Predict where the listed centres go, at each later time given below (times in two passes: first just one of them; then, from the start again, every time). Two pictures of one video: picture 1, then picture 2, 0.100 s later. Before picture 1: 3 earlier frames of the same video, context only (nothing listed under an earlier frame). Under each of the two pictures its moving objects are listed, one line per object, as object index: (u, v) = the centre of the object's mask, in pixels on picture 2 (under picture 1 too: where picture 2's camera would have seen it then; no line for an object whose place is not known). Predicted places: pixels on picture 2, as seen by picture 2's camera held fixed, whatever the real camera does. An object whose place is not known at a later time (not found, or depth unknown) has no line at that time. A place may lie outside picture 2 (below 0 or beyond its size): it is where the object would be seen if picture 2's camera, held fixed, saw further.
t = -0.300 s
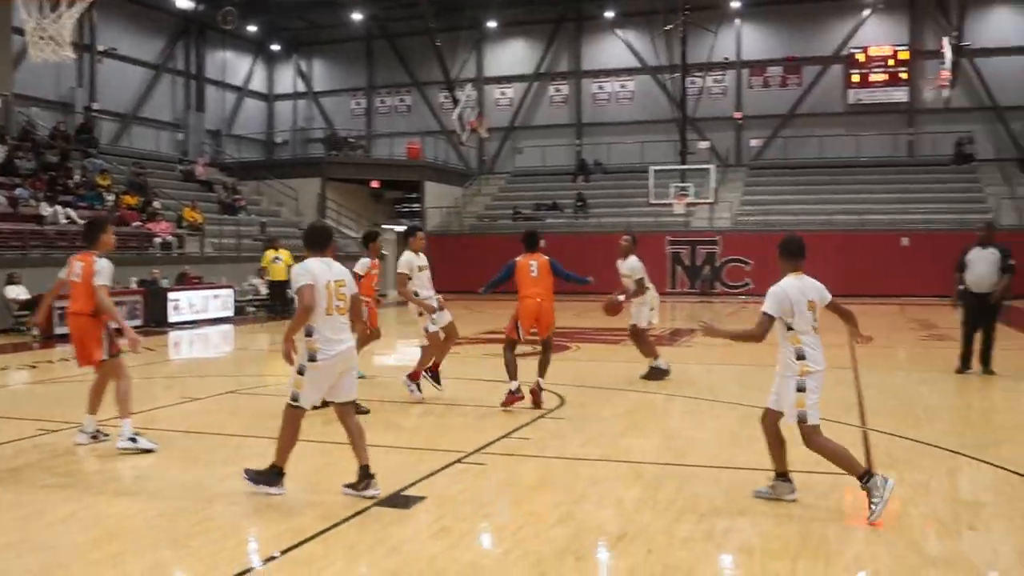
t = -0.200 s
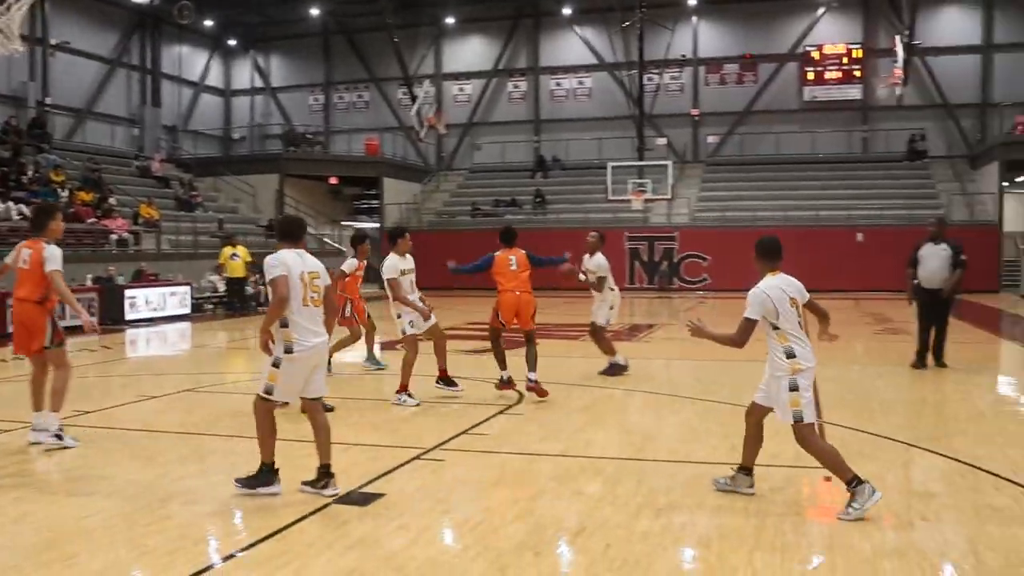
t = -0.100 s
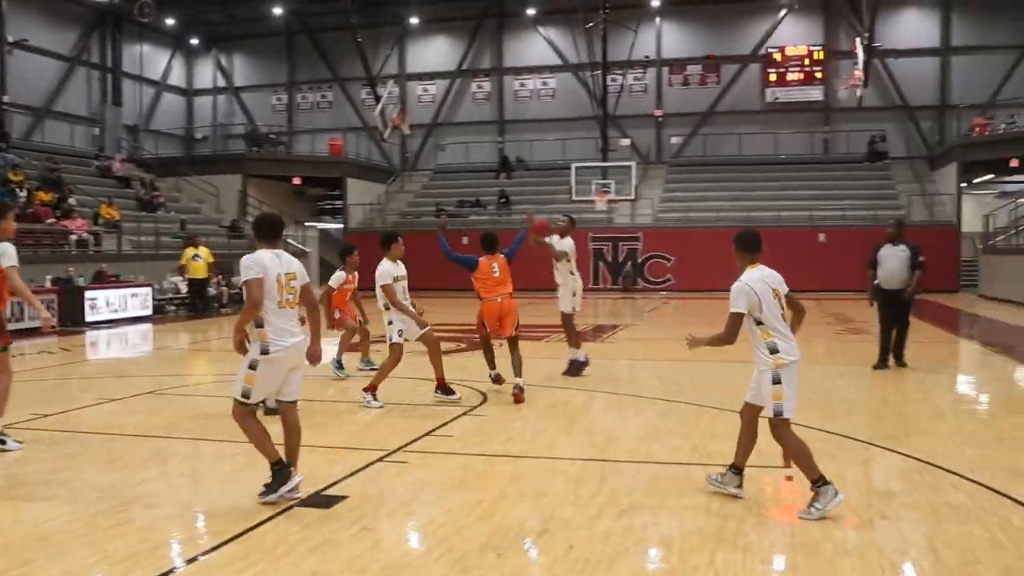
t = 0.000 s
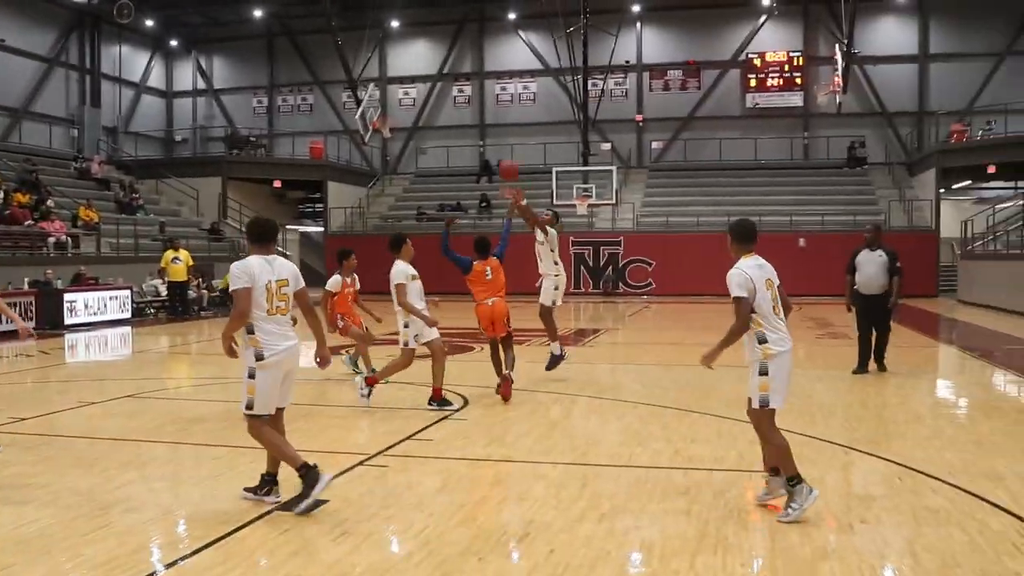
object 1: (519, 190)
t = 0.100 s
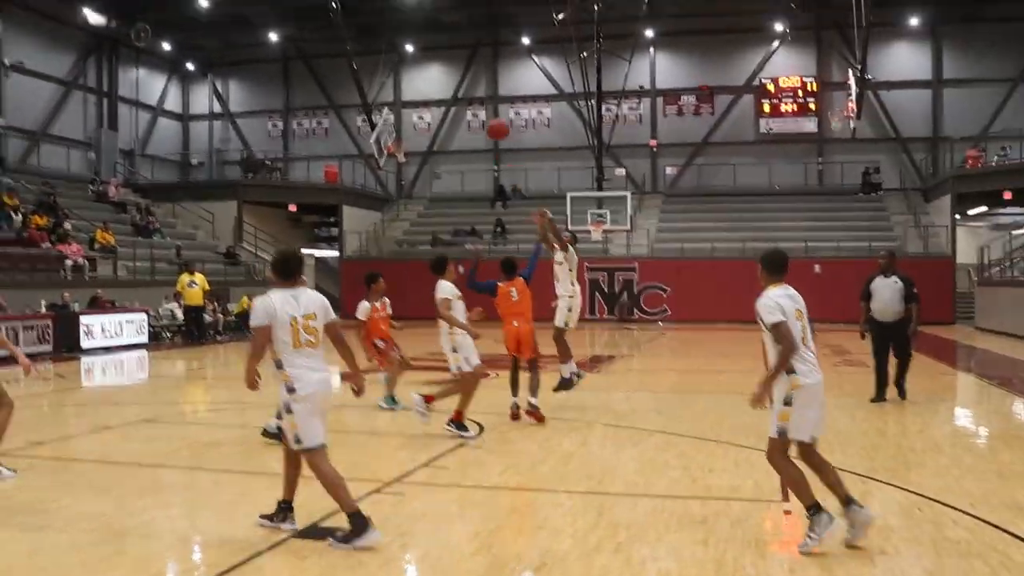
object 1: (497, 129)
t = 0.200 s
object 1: (476, 72)
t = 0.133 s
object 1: (491, 109)
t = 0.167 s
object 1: (484, 90)
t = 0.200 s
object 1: (476, 72)
